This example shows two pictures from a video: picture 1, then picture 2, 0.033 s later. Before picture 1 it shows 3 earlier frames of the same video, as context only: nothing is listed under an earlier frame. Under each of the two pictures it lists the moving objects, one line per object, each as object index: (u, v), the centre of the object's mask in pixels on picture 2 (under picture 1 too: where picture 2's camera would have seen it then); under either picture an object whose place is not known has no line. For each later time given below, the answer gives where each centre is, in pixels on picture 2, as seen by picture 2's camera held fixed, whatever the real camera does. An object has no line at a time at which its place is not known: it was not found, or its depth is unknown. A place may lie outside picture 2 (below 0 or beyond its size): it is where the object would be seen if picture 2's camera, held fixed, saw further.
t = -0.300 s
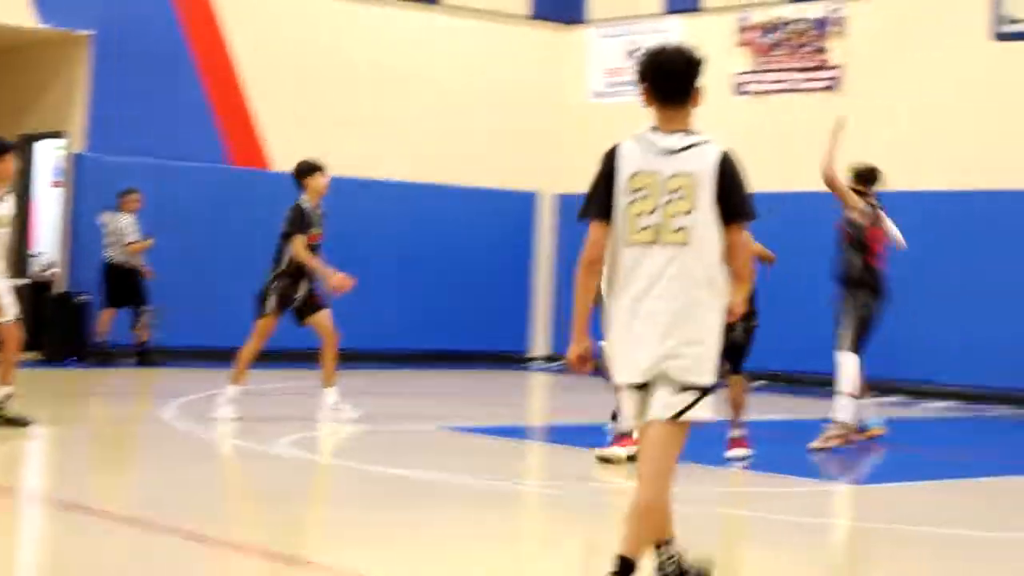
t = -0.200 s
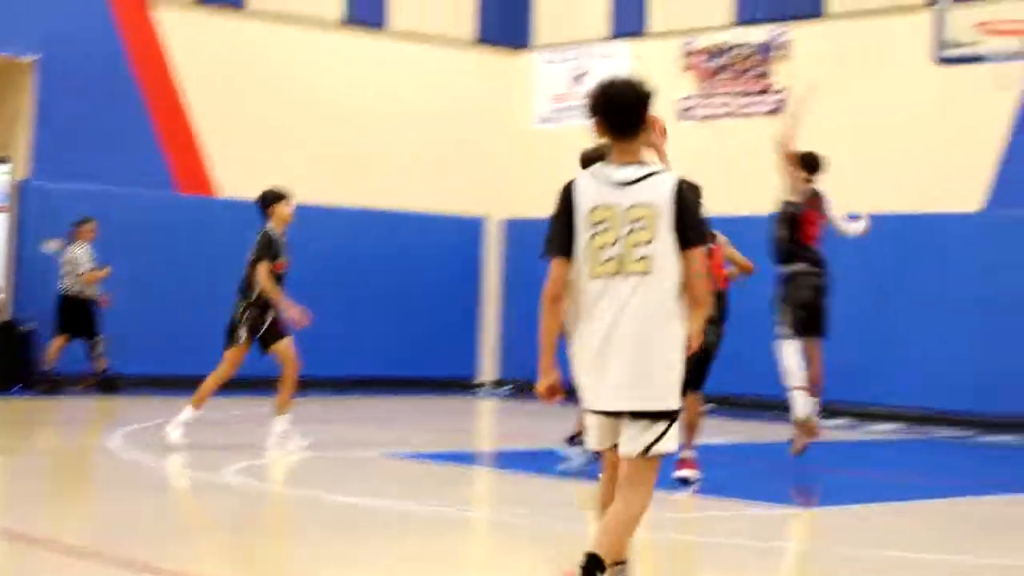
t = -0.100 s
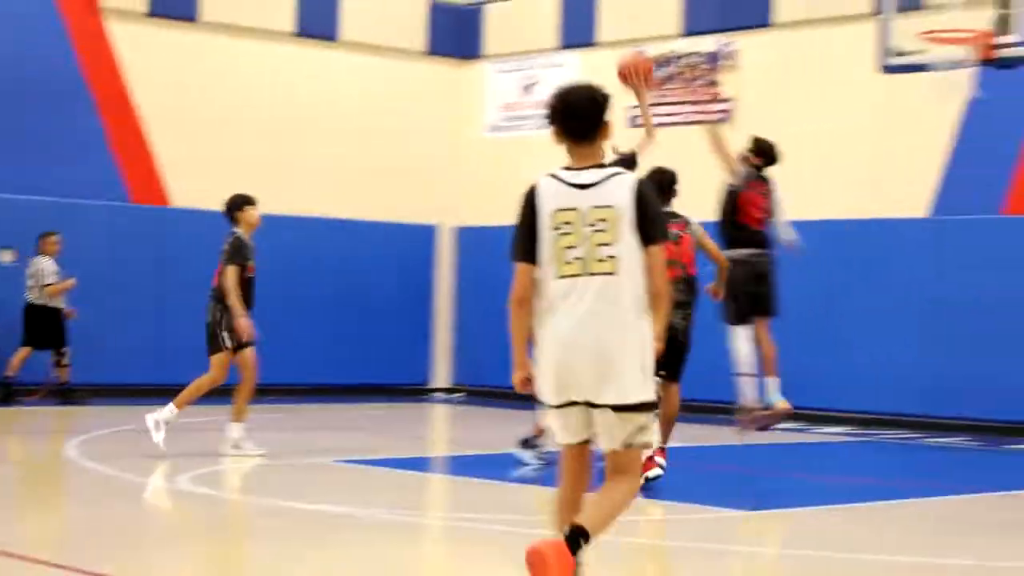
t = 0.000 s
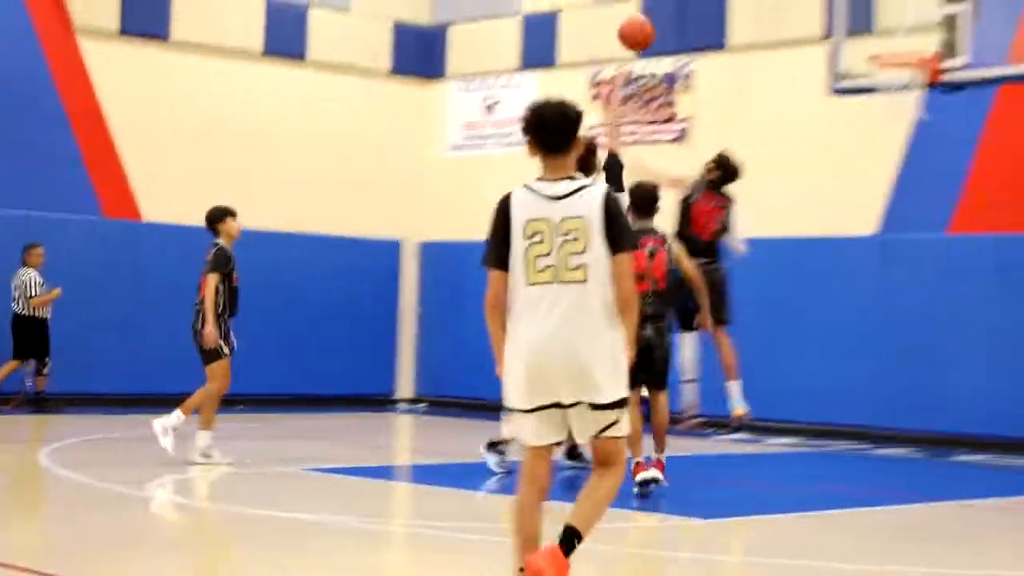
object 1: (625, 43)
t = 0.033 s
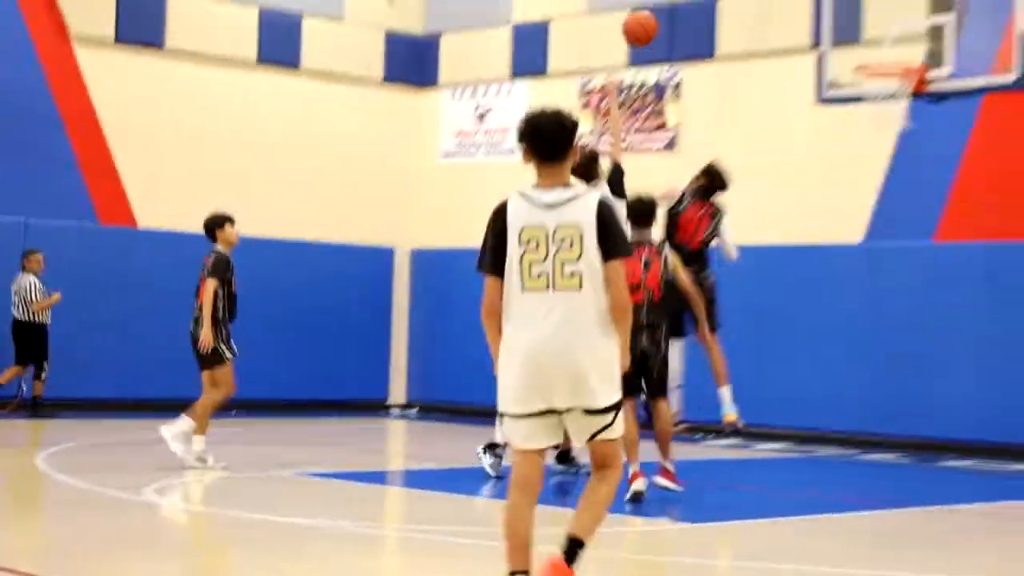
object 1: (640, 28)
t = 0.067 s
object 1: (655, 14)
